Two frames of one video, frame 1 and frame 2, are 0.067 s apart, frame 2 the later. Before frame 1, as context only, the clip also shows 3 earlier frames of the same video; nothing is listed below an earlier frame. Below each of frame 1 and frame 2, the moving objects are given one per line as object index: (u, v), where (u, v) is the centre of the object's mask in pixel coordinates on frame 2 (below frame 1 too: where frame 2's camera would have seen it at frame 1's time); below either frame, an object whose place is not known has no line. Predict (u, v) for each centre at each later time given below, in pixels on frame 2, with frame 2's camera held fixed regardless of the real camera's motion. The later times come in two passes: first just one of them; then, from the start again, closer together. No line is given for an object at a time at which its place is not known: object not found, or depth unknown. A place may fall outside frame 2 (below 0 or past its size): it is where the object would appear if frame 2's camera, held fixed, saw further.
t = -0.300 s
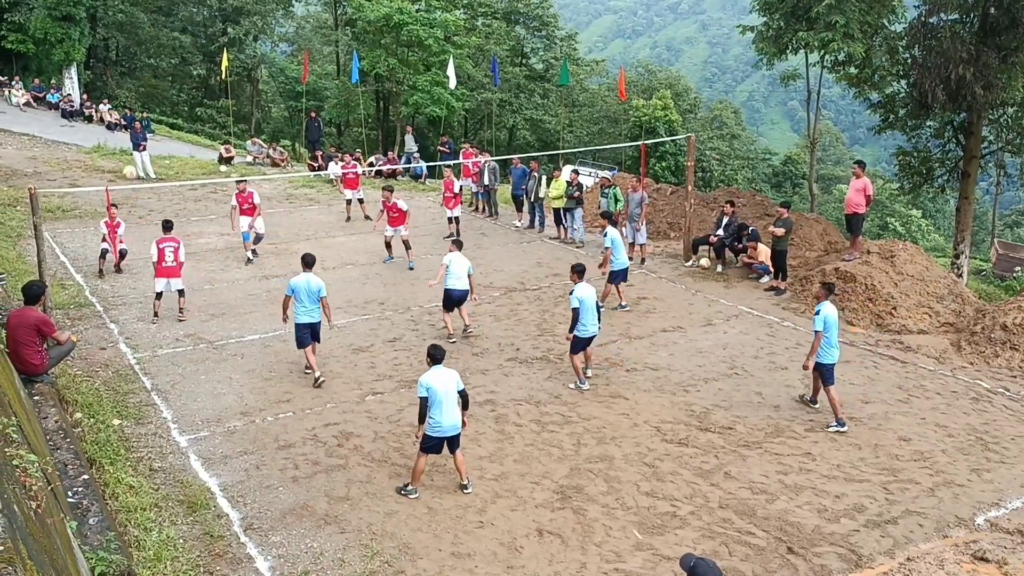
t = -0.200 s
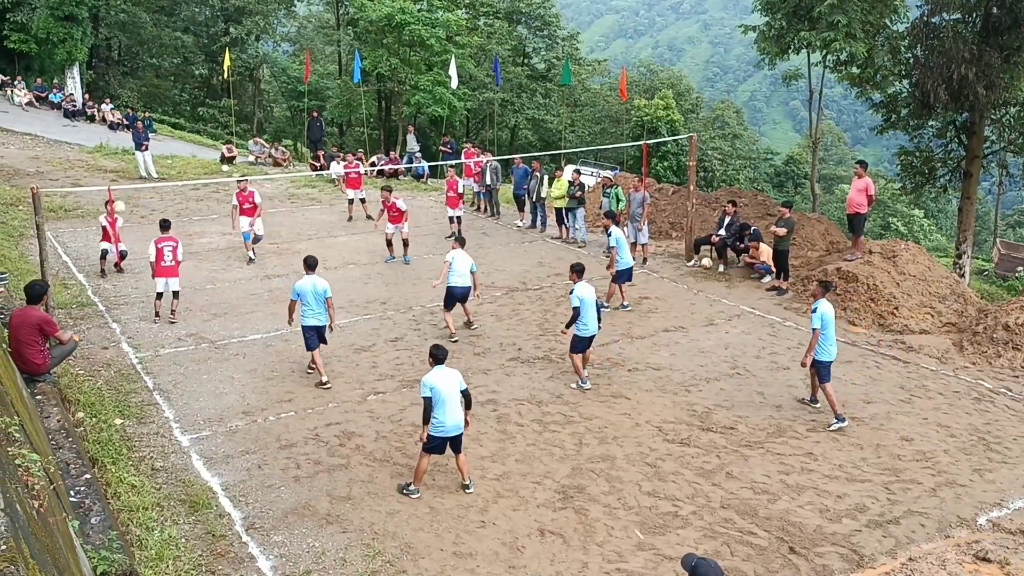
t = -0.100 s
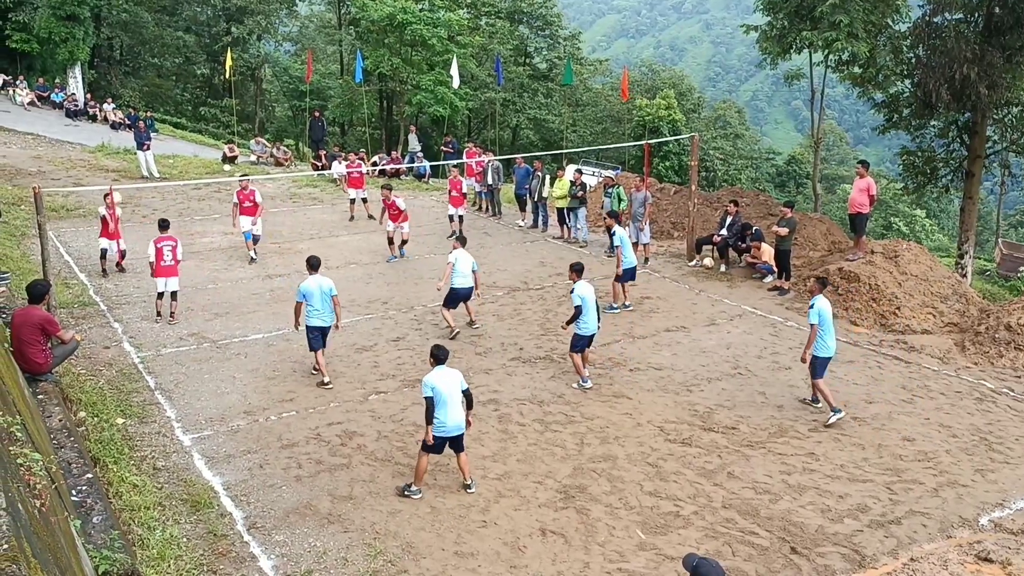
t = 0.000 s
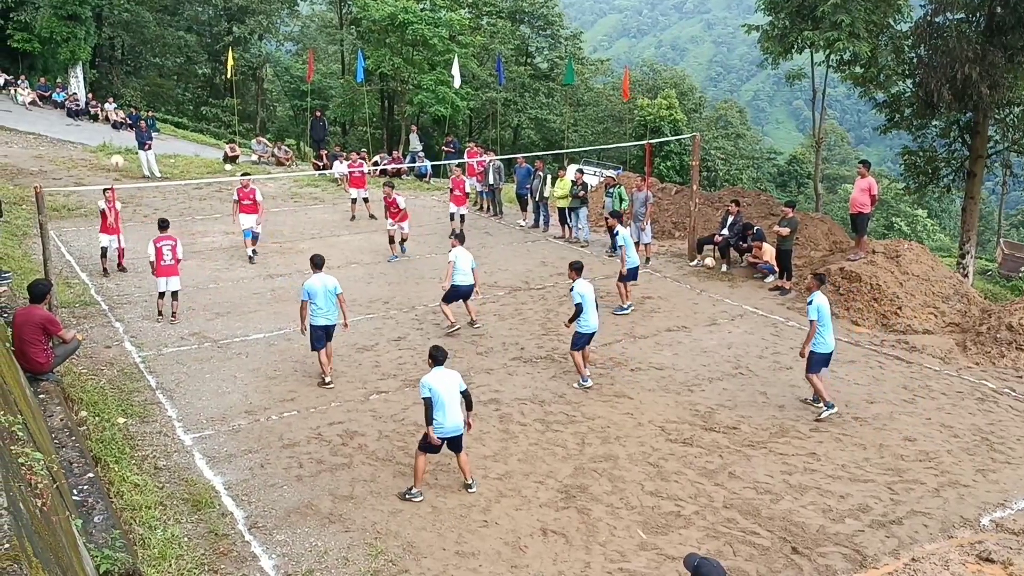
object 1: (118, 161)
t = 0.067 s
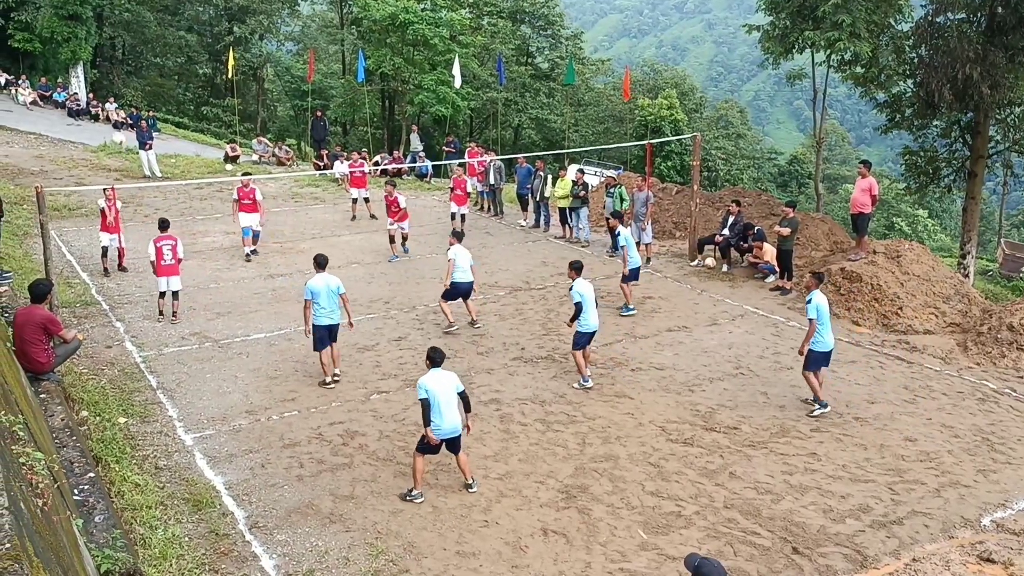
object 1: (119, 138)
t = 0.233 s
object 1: (122, 93)
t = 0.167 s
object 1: (122, 109)
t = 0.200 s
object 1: (122, 101)
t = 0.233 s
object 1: (122, 93)
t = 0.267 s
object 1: (123, 86)
